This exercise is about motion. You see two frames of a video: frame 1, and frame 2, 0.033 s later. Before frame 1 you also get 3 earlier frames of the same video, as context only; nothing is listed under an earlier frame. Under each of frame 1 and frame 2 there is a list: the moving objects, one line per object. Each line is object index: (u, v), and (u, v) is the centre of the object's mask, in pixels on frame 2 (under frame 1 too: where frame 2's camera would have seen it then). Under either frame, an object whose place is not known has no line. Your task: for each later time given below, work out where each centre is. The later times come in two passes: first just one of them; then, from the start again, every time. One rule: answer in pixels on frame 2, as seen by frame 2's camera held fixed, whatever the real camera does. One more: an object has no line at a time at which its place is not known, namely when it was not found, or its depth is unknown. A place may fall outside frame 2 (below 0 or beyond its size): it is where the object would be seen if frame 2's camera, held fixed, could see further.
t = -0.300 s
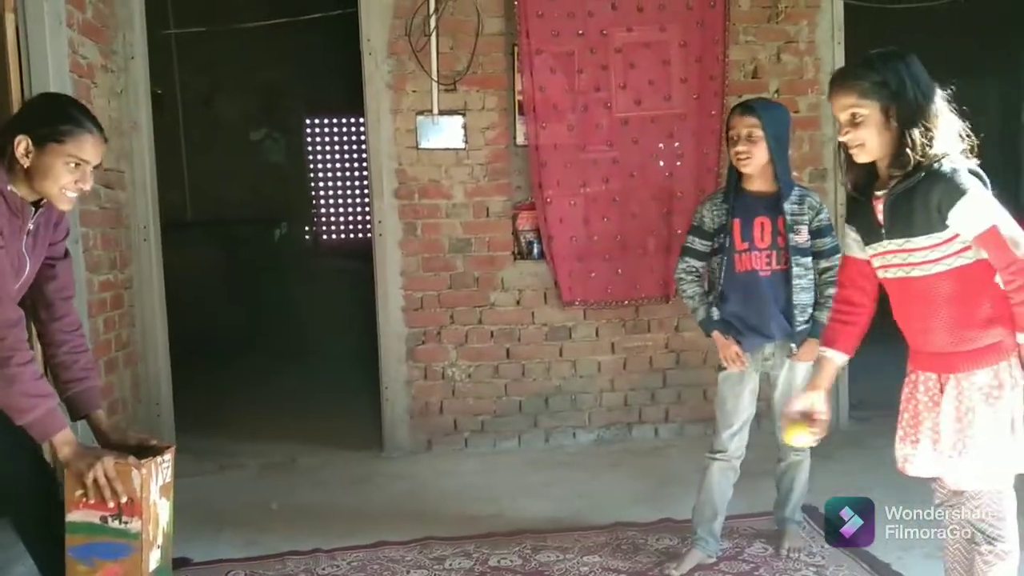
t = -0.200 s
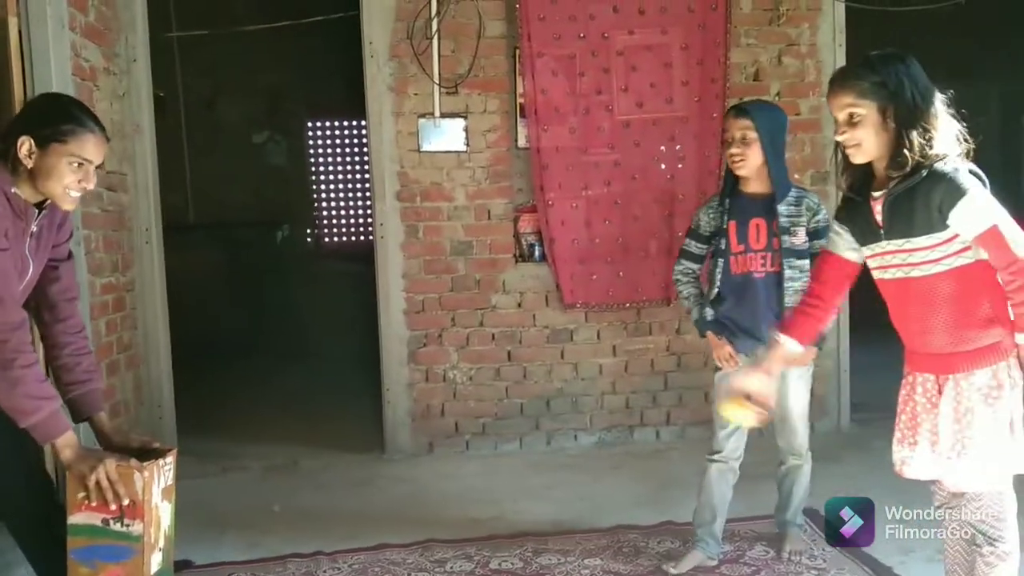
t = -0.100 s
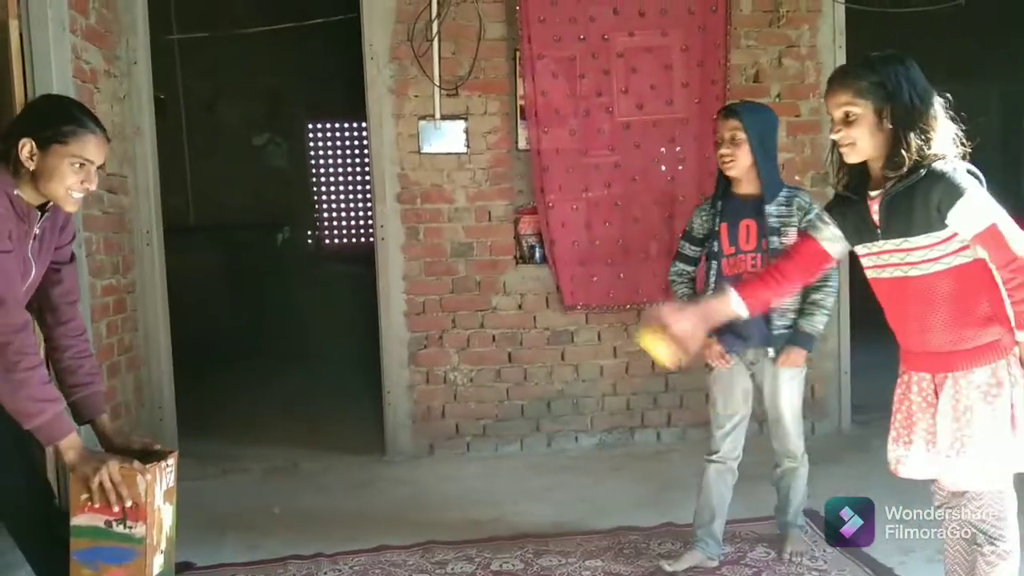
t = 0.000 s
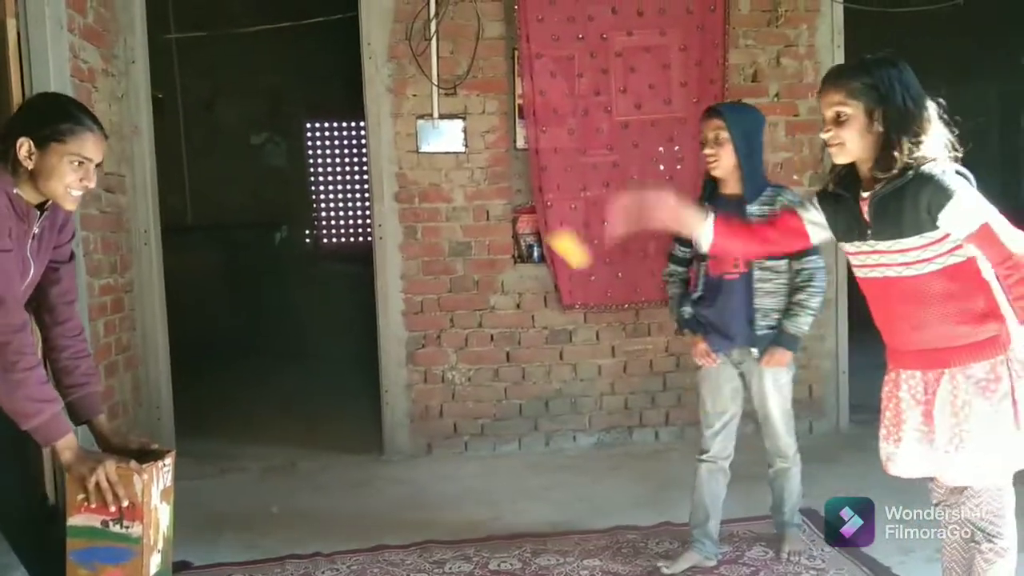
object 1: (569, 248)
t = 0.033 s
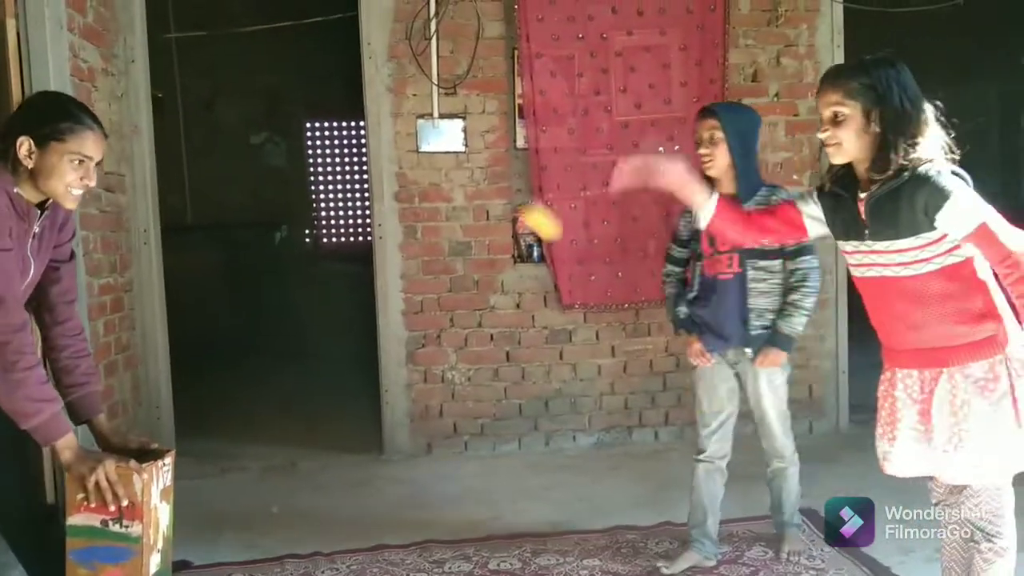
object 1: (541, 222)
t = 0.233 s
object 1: (370, 161)
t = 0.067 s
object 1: (513, 199)
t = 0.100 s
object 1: (483, 182)
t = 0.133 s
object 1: (455, 169)
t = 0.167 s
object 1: (426, 163)
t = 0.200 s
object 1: (398, 159)
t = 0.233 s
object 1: (370, 161)
